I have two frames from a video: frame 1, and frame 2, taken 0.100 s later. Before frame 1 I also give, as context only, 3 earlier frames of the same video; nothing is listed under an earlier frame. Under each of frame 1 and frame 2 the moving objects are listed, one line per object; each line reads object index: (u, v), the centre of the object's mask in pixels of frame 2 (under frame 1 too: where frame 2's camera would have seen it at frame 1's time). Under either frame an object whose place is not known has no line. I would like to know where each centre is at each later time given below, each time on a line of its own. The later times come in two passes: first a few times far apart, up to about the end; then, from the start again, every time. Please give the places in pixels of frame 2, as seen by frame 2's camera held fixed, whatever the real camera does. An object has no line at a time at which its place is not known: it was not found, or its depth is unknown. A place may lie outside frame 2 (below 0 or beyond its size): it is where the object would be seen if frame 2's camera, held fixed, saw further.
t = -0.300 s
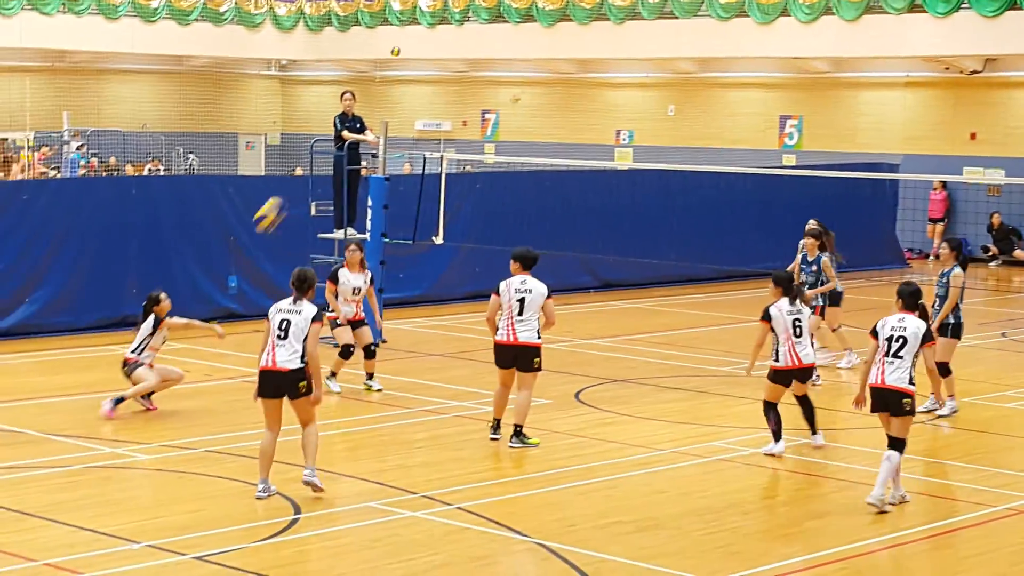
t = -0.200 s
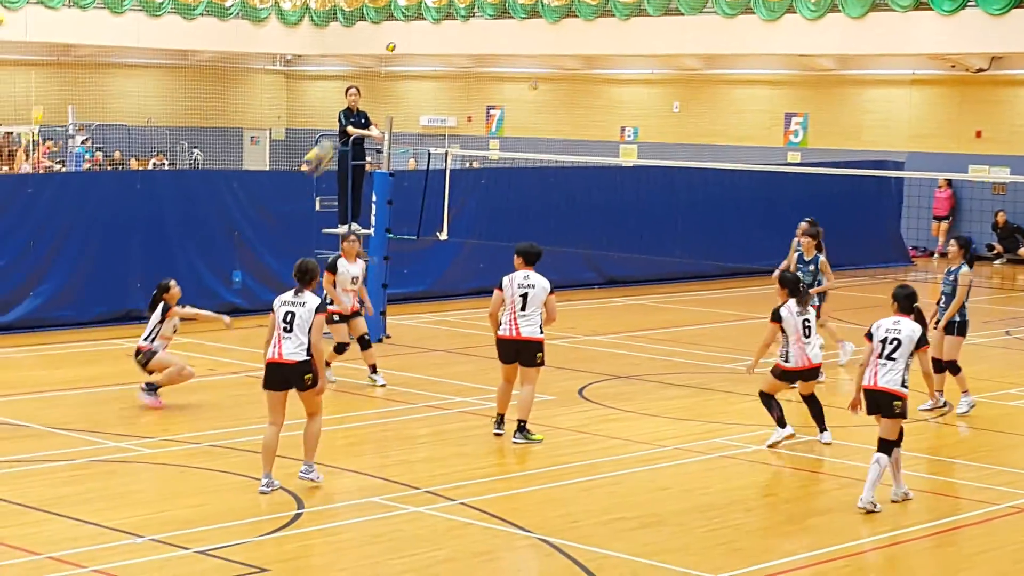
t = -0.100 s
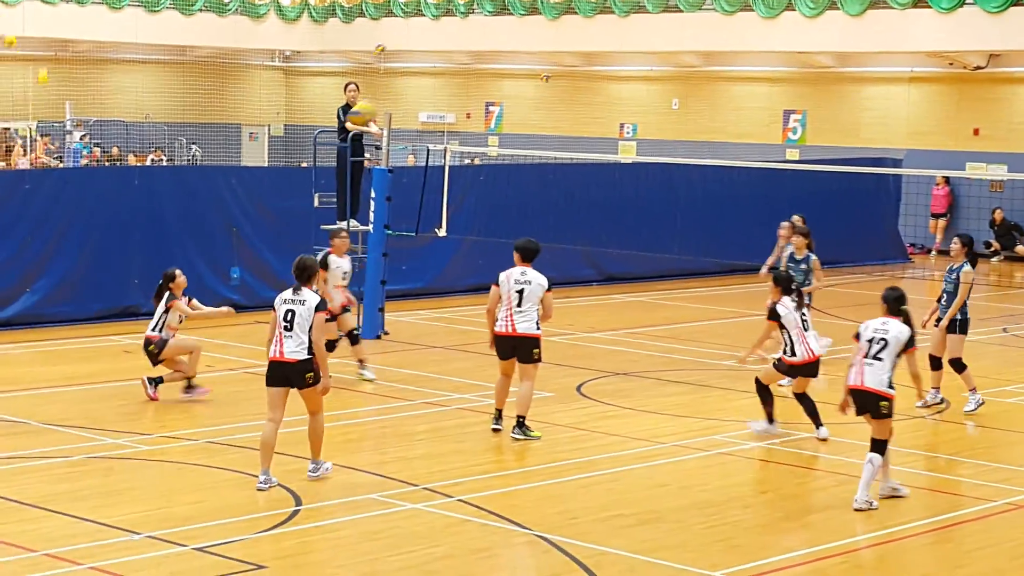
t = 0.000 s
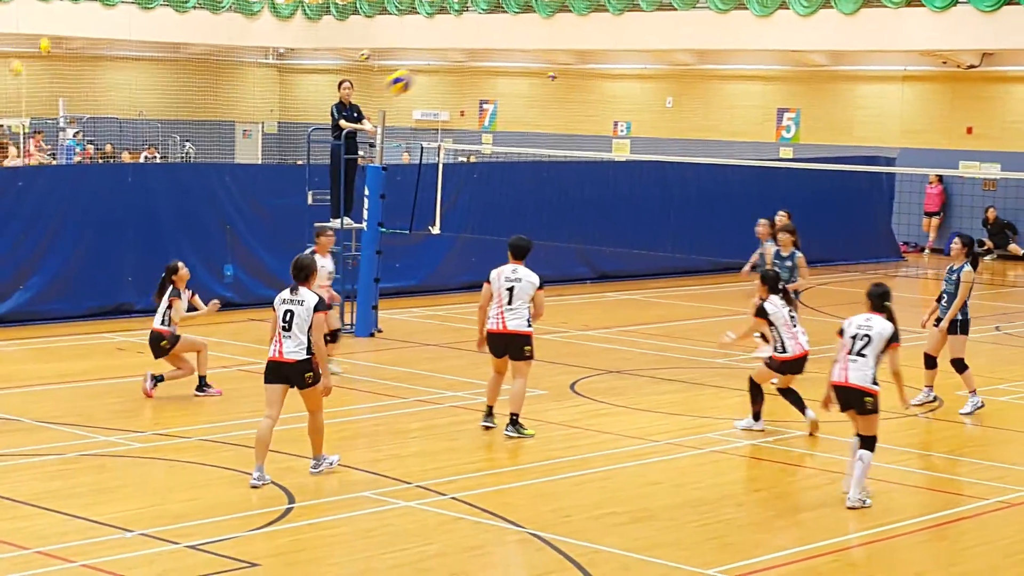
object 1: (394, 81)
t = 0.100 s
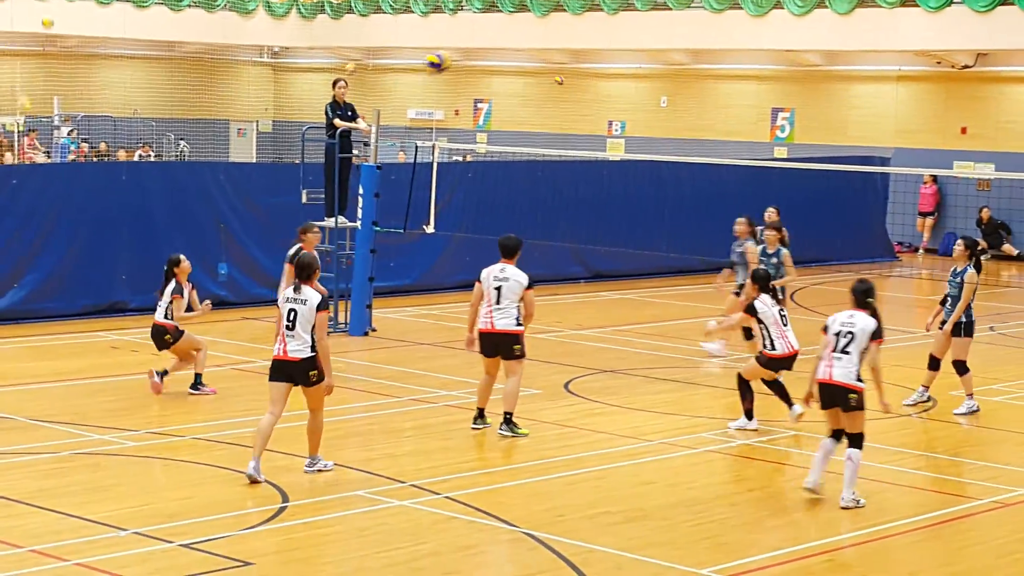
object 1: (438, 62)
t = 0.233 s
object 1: (493, 56)
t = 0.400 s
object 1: (561, 71)
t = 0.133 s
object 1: (451, 59)
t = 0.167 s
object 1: (465, 58)
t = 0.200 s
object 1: (479, 56)
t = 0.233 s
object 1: (493, 56)
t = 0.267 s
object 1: (508, 57)
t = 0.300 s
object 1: (521, 59)
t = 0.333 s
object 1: (535, 60)
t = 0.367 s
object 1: (549, 66)
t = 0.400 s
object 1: (561, 71)
